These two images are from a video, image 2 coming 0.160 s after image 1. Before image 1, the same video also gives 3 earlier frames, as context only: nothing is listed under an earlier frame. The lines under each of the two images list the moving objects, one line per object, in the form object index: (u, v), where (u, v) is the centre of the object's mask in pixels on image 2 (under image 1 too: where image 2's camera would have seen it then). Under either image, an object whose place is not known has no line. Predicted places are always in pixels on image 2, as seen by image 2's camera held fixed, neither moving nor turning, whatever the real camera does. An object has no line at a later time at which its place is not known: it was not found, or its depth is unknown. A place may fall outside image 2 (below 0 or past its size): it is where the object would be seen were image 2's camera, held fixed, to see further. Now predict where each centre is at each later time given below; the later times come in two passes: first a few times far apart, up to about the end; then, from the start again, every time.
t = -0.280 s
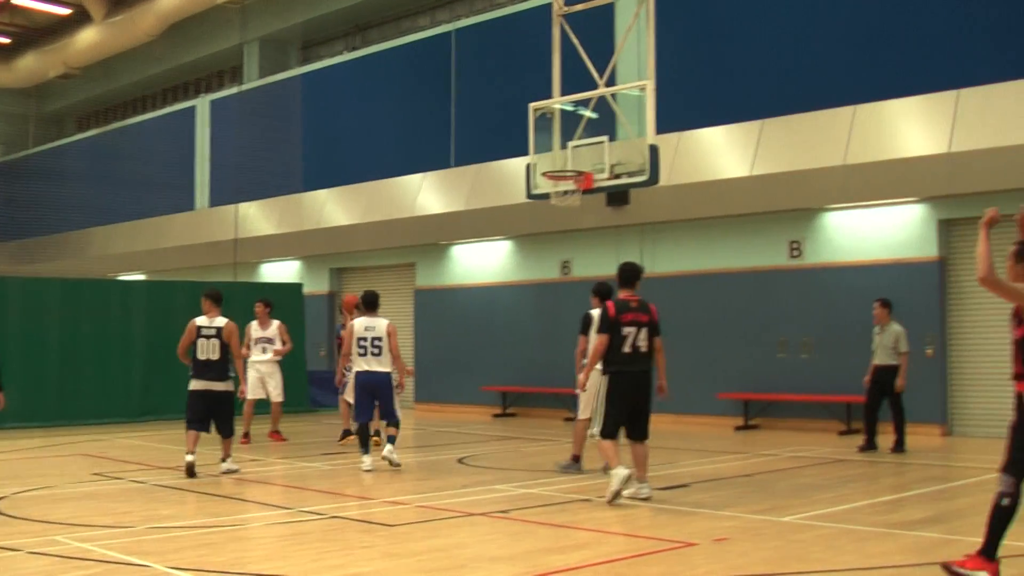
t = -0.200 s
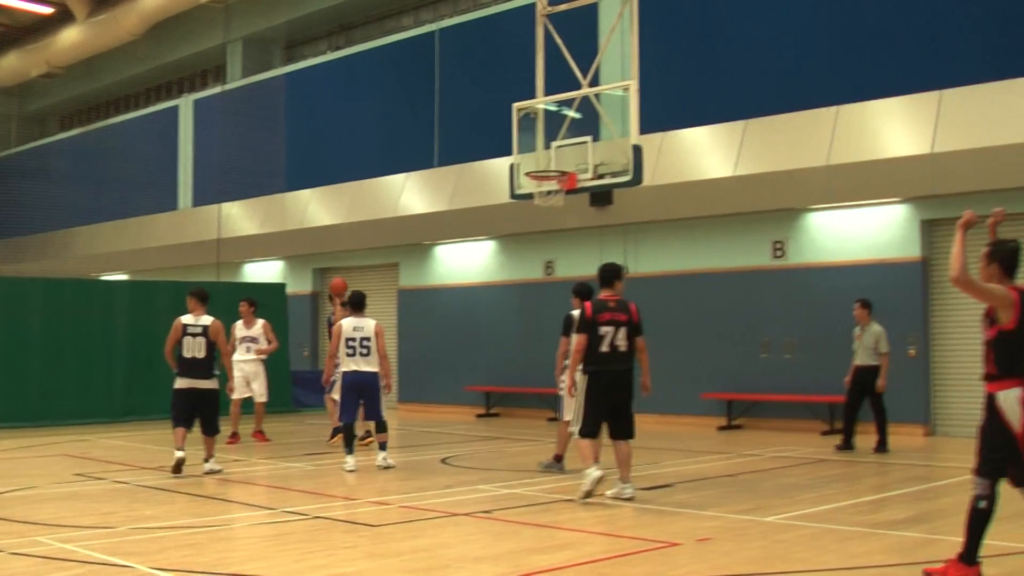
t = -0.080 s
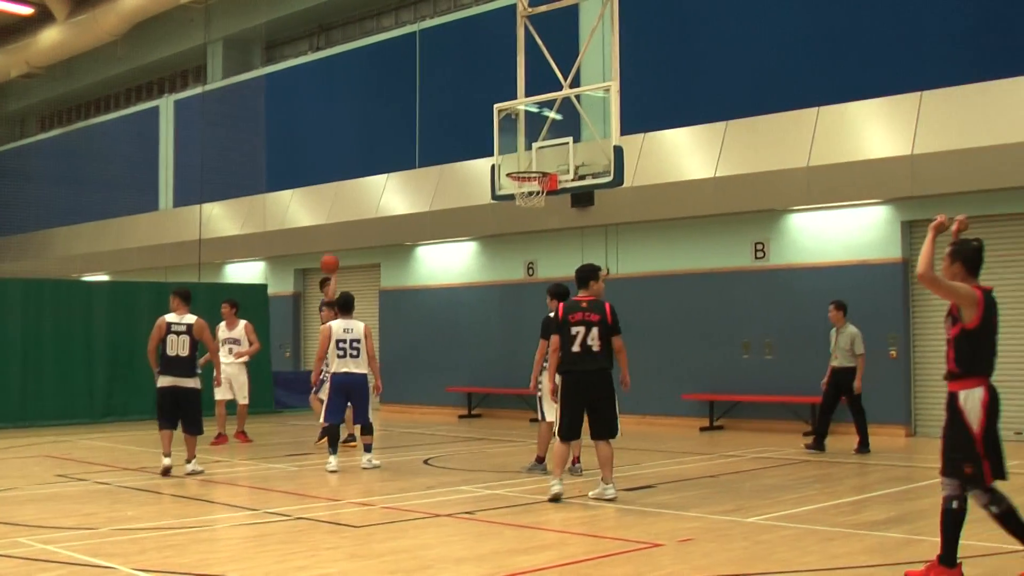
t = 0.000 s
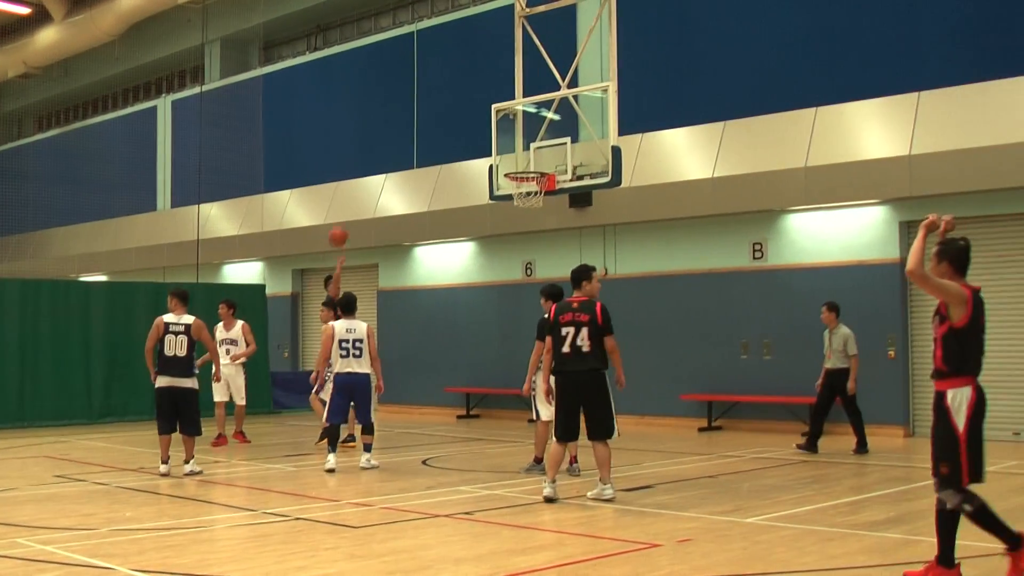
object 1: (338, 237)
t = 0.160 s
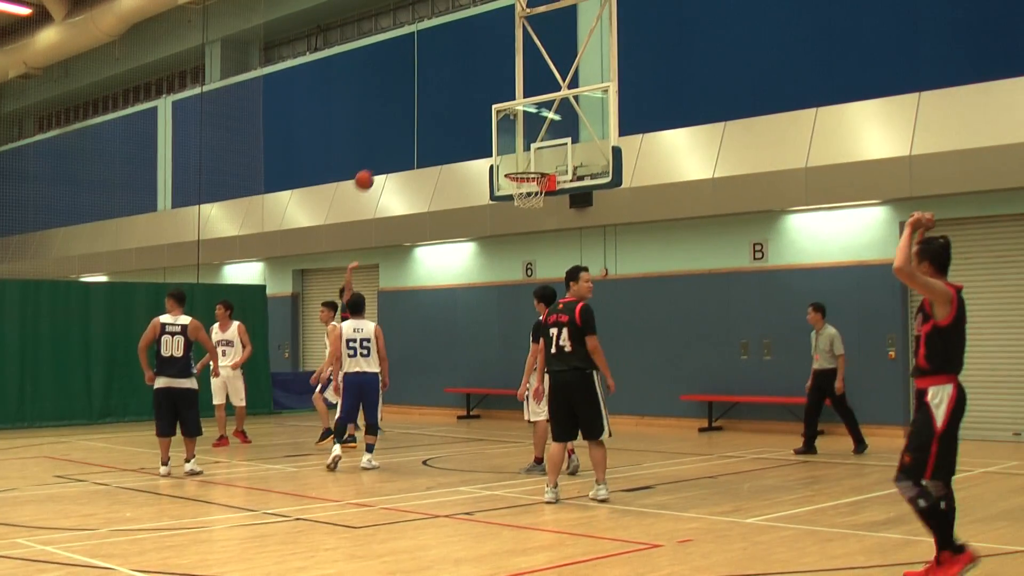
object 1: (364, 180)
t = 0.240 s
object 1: (377, 158)
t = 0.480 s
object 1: (419, 119)
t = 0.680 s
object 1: (456, 120)
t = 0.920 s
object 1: (503, 165)
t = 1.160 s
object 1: (480, 179)
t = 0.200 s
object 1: (370, 168)
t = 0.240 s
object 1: (377, 158)
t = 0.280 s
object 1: (384, 149)
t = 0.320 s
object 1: (390, 141)
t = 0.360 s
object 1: (397, 134)
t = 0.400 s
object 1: (404, 127)
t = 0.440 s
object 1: (411, 123)
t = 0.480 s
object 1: (419, 119)
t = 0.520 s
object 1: (426, 117)
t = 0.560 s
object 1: (433, 115)
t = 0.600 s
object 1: (441, 116)
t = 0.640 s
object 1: (448, 117)
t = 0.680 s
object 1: (456, 120)
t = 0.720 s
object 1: (463, 124)
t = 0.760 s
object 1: (472, 130)
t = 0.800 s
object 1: (479, 136)
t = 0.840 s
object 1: (487, 144)
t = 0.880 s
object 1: (496, 155)
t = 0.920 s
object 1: (503, 165)
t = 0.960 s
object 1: (499, 164)
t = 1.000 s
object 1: (496, 164)
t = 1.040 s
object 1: (492, 166)
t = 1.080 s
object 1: (488, 168)
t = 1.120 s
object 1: (484, 173)
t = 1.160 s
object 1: (480, 179)
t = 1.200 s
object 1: (476, 187)
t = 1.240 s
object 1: (472, 196)
